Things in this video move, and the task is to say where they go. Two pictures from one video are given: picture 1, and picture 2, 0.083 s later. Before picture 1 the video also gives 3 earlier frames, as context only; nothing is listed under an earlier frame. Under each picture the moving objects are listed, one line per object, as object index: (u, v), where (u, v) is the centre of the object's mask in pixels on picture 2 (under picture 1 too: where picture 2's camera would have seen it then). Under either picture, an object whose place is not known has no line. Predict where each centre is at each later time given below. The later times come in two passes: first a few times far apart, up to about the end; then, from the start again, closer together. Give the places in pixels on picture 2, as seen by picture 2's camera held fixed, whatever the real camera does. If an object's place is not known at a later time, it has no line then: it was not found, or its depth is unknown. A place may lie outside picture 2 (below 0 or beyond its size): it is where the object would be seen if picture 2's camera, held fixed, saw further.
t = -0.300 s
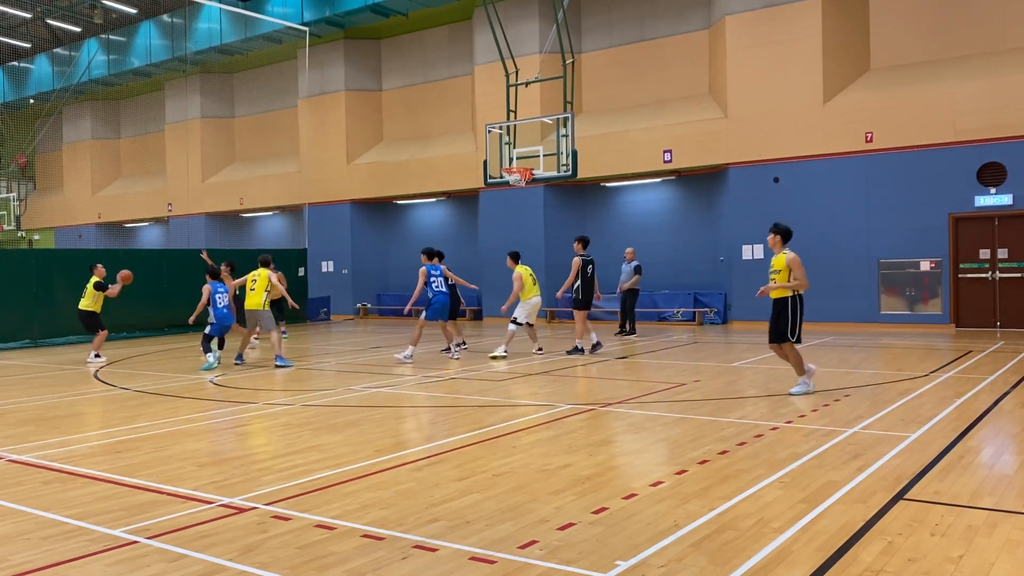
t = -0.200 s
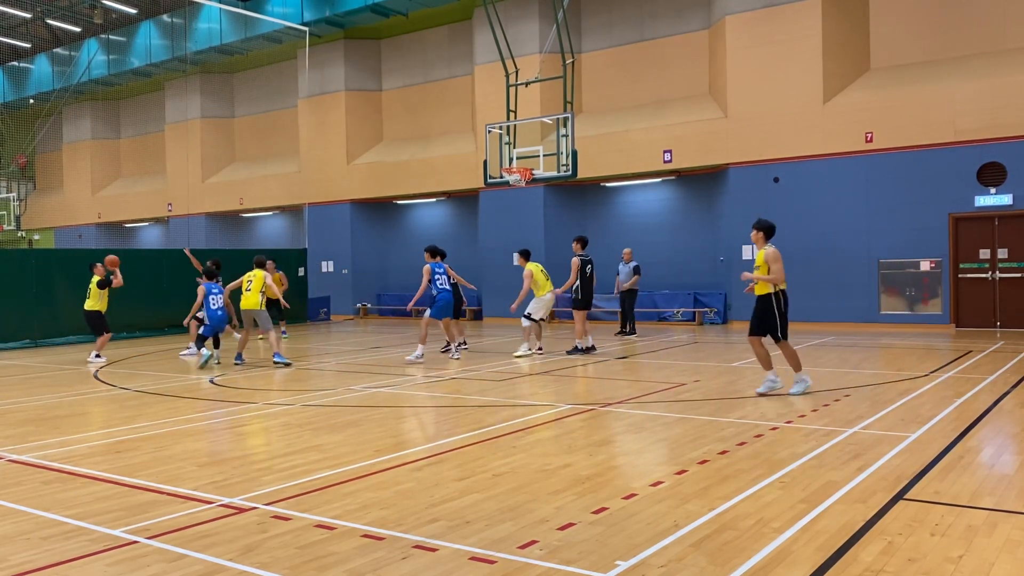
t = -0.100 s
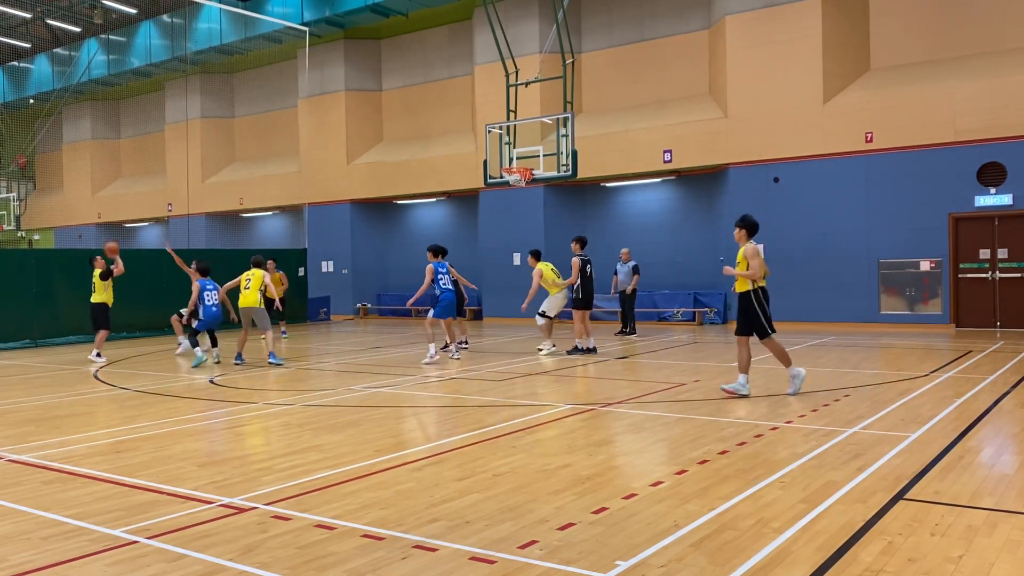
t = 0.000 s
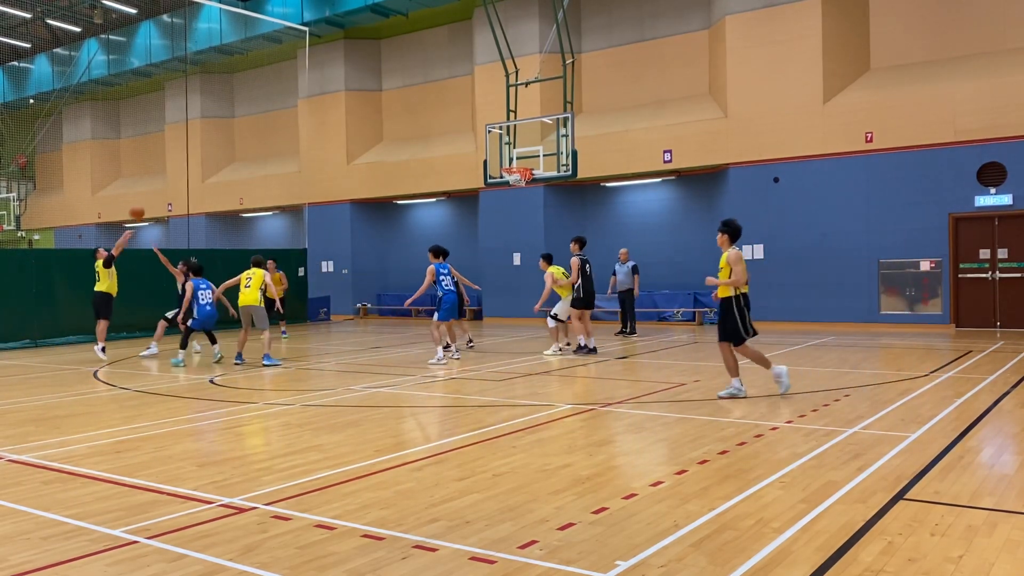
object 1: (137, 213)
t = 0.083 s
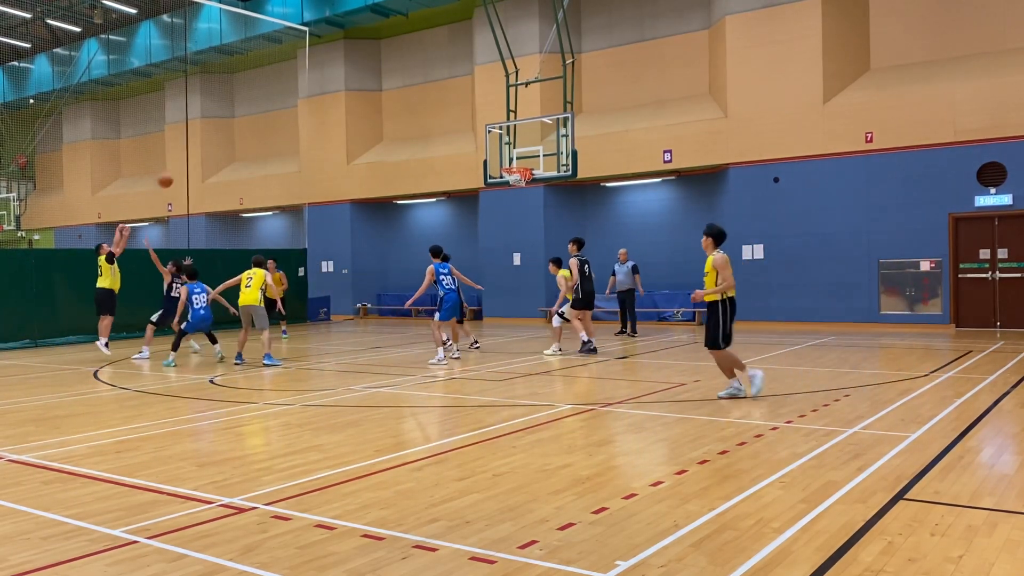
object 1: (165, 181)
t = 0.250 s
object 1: (220, 130)
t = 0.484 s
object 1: (298, 87)
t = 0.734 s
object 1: (377, 77)
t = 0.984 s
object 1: (456, 103)
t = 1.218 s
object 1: (527, 157)
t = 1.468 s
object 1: (542, 131)
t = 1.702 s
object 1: (558, 124)
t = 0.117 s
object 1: (176, 169)
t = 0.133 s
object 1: (181, 164)
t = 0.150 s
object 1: (187, 159)
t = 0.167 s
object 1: (193, 154)
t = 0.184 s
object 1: (198, 149)
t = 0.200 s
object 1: (203, 143)
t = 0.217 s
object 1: (210, 138)
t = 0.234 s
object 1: (214, 134)
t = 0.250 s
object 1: (220, 130)
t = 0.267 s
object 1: (226, 125)
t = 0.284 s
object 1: (232, 121)
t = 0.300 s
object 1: (237, 118)
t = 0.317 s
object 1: (242, 114)
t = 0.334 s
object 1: (248, 110)
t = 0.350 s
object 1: (254, 107)
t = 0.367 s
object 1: (259, 104)
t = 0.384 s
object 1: (264, 101)
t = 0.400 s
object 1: (270, 98)
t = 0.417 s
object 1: (276, 96)
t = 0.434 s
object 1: (281, 93)
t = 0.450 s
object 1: (287, 91)
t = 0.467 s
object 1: (292, 89)
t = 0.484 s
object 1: (298, 87)
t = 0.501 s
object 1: (303, 85)
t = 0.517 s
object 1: (308, 84)
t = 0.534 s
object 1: (313, 82)
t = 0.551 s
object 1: (319, 81)
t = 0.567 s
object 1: (324, 79)
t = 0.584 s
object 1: (330, 79)
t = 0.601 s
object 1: (334, 77)
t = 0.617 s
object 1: (340, 77)
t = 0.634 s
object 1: (346, 76)
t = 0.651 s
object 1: (351, 76)
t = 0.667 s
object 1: (356, 75)
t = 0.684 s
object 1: (362, 75)
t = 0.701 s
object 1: (367, 76)
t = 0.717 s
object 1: (372, 76)
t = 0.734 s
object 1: (377, 77)
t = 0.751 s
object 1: (383, 77)
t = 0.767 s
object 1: (388, 78)
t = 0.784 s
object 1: (393, 79)
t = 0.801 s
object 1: (399, 80)
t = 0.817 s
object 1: (404, 82)
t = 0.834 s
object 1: (409, 83)
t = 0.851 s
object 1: (415, 84)
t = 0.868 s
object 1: (420, 86)
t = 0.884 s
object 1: (425, 88)
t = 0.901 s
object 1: (430, 90)
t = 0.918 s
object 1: (435, 92)
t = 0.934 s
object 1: (441, 95)
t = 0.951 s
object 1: (446, 97)
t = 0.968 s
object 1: (451, 100)
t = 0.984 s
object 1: (456, 103)
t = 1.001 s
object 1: (461, 105)
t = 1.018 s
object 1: (466, 109)
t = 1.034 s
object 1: (472, 112)
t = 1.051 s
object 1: (477, 115)
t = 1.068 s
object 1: (482, 119)
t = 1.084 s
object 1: (487, 123)
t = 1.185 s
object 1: (517, 147)
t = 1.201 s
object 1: (522, 153)
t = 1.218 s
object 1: (527, 157)
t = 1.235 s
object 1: (530, 161)
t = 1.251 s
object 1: (531, 163)
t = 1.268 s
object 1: (532, 161)
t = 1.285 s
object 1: (532, 159)
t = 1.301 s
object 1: (533, 155)
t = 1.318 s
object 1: (534, 152)
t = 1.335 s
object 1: (534, 150)
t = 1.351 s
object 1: (535, 146)
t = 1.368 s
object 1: (537, 144)
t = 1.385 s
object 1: (537, 142)
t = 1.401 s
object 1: (538, 140)
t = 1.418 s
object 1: (539, 137)
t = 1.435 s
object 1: (540, 135)
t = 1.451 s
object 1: (542, 132)
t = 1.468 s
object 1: (542, 131)
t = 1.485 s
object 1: (543, 130)
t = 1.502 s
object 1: (544, 129)
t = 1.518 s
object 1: (545, 127)
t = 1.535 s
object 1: (546, 126)
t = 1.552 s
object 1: (547, 125)
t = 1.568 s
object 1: (548, 124)
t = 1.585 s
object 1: (549, 123)
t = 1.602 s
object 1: (550, 123)
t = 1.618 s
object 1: (552, 122)
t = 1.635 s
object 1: (553, 122)
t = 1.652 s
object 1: (554, 122)
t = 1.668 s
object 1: (555, 123)
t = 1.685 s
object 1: (557, 123)
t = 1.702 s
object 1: (558, 124)
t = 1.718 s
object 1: (559, 124)
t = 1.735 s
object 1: (560, 125)
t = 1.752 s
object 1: (560, 126)
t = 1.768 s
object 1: (562, 128)
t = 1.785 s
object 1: (564, 129)
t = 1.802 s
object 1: (565, 131)
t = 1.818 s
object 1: (566, 132)
